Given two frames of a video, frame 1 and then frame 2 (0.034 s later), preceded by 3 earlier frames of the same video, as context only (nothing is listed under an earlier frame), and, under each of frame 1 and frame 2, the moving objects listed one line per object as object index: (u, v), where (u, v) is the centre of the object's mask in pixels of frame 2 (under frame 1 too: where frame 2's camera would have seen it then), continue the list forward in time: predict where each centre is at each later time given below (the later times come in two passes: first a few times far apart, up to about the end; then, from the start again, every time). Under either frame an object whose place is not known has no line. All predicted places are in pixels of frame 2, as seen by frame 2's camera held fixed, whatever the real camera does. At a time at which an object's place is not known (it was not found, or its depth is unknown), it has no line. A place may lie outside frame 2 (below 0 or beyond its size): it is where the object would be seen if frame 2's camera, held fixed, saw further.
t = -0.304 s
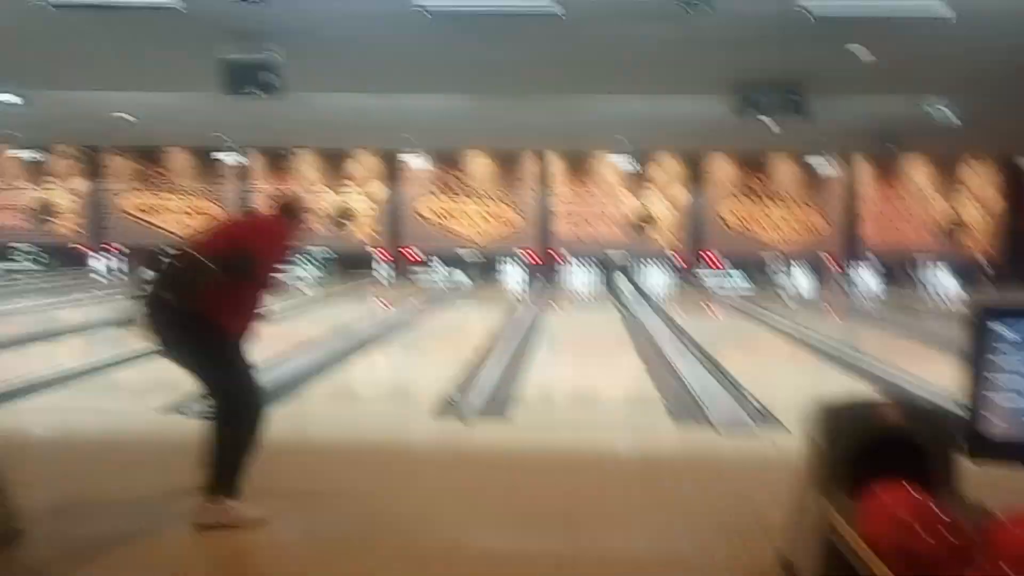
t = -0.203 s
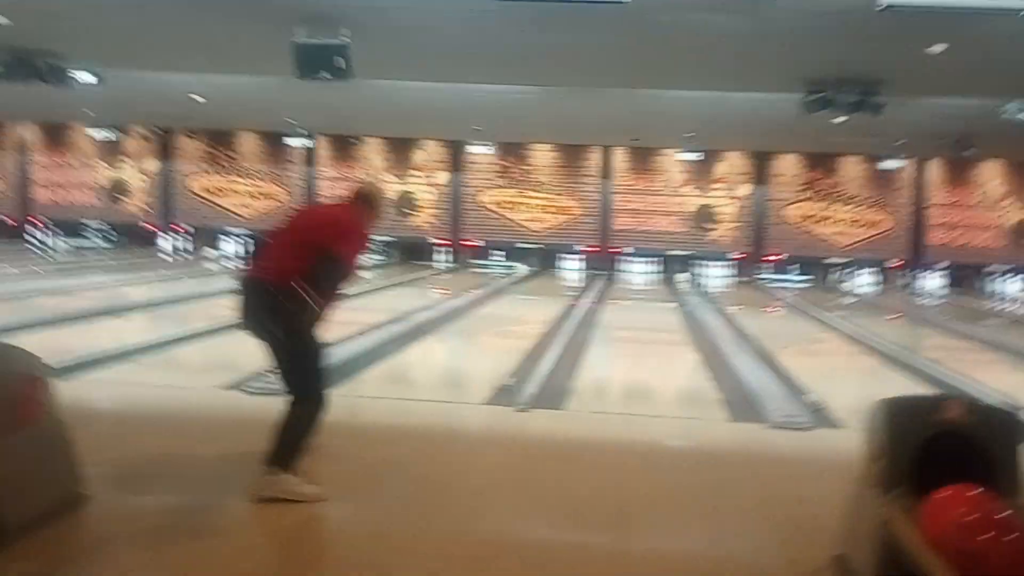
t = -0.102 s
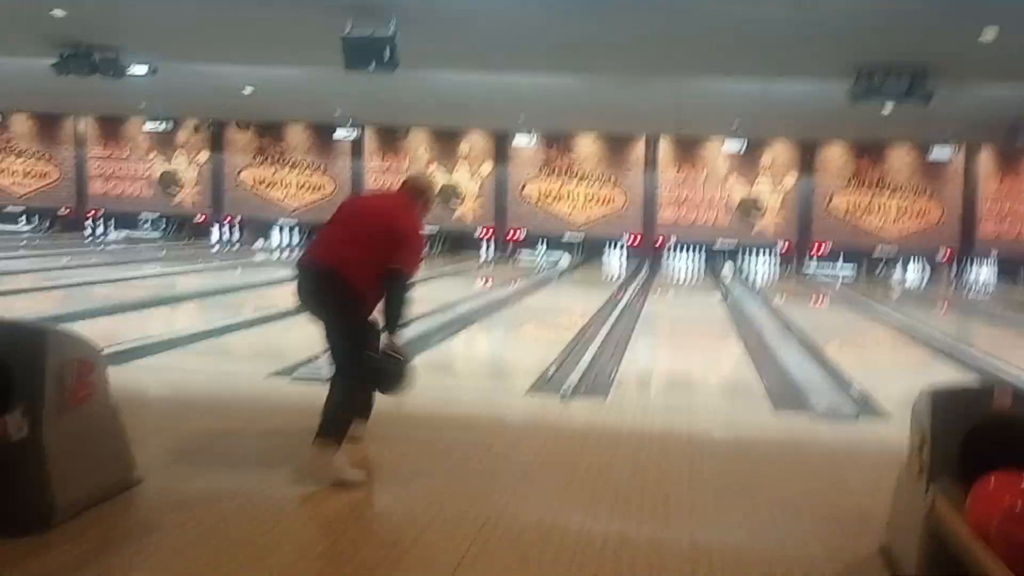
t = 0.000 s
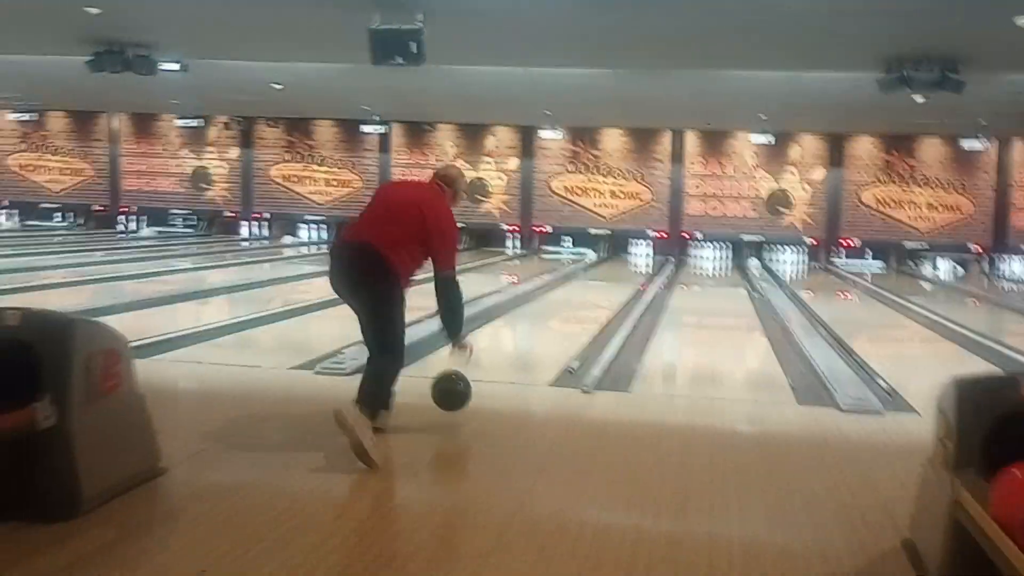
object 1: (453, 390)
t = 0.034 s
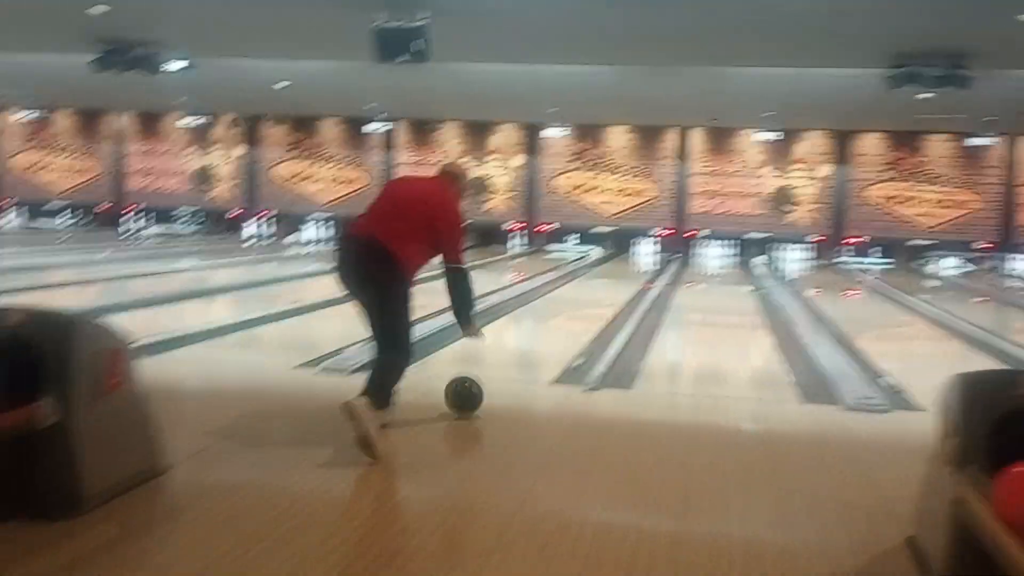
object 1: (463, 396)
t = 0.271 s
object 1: (514, 355)
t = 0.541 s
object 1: (550, 322)
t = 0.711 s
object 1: (561, 306)
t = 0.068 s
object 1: (472, 388)
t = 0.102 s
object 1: (479, 380)
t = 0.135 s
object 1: (486, 373)
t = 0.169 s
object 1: (494, 370)
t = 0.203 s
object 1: (501, 365)
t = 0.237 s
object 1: (508, 360)
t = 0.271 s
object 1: (514, 355)
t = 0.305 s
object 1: (519, 351)
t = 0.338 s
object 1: (523, 346)
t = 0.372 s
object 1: (525, 341)
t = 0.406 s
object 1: (531, 337)
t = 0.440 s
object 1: (537, 333)
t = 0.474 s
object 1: (541, 329)
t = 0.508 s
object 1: (546, 325)
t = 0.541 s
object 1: (550, 322)
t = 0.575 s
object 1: (551, 319)
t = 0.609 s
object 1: (552, 316)
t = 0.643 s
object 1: (550, 313)
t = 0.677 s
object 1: (557, 310)
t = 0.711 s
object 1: (561, 306)
